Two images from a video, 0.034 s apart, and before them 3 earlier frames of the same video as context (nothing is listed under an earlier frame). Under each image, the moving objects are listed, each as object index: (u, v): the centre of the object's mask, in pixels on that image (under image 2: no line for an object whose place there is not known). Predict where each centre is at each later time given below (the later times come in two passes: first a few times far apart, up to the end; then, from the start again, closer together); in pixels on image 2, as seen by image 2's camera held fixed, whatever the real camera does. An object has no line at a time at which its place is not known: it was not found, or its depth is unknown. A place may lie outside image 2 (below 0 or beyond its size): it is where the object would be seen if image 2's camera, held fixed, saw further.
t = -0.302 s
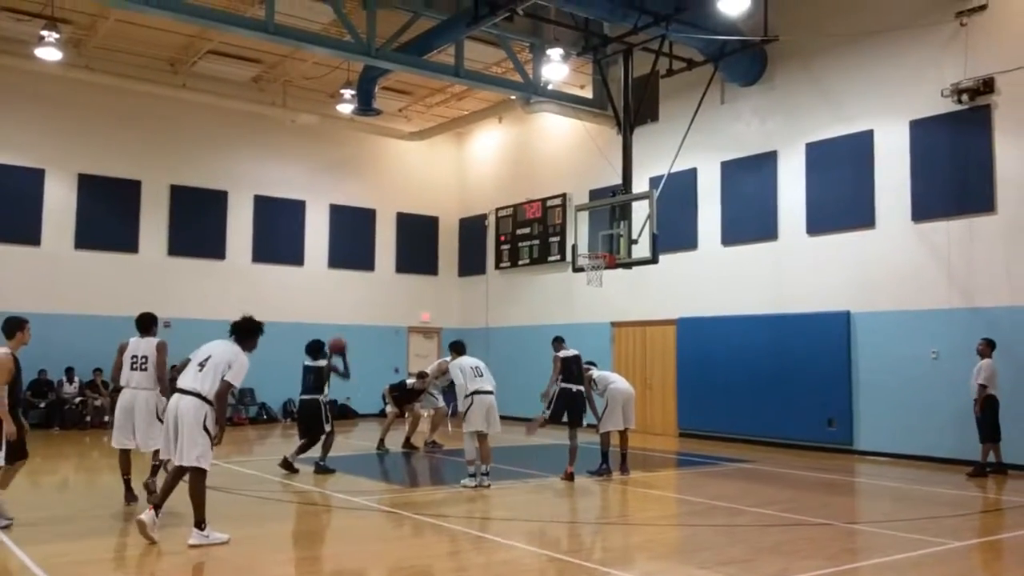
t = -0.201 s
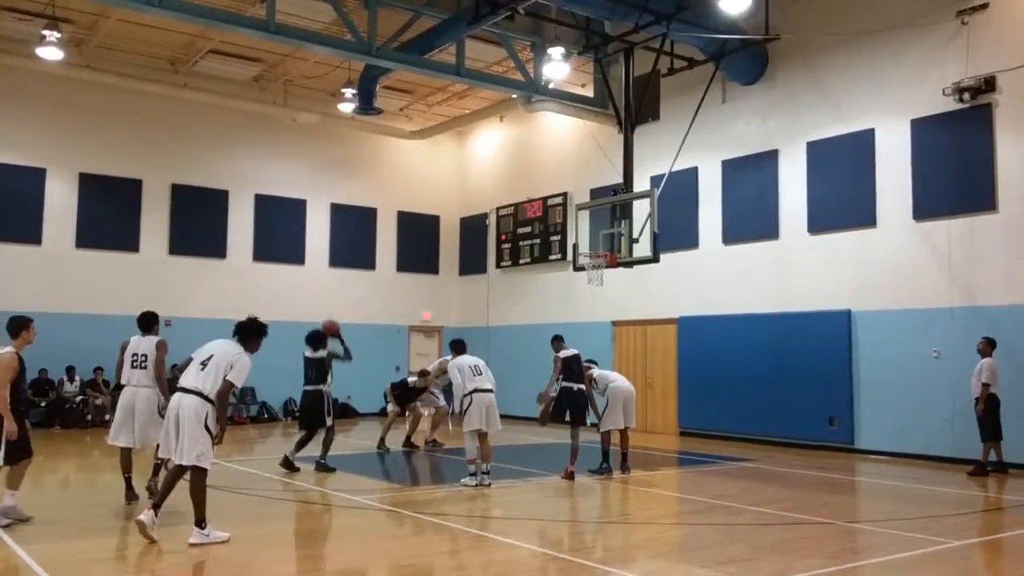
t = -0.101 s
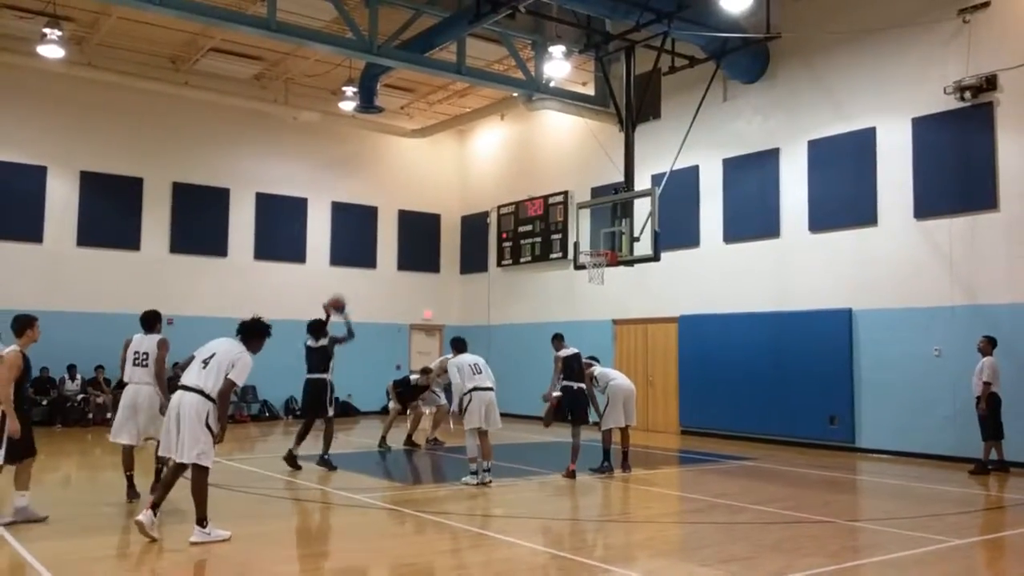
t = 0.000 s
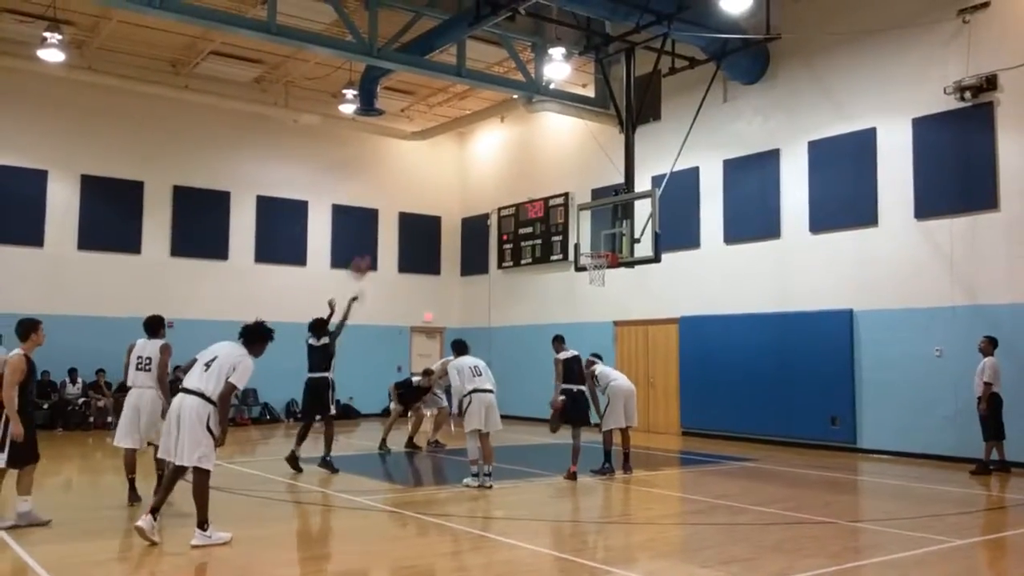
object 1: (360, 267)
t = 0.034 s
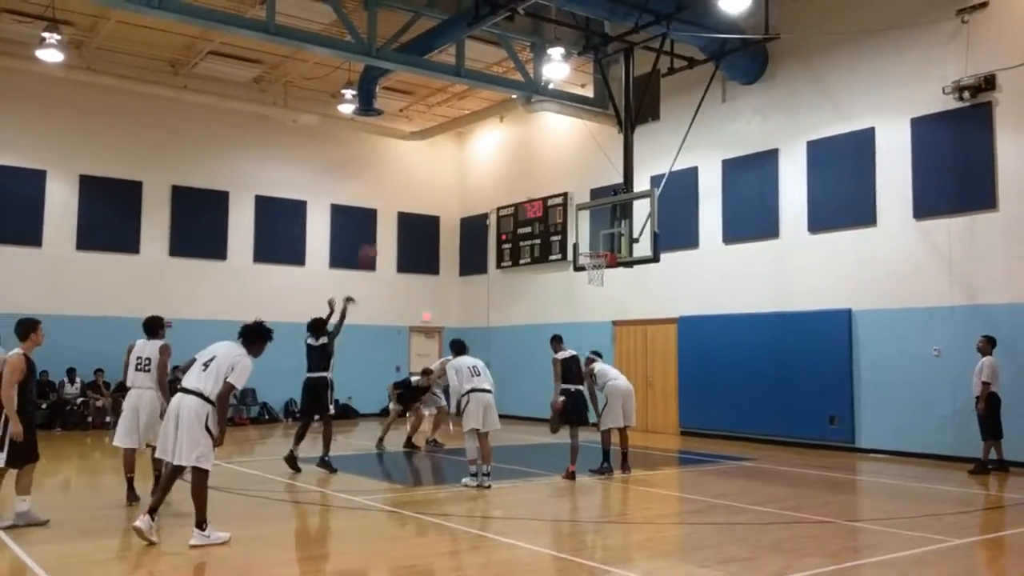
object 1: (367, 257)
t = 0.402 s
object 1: (461, 177)
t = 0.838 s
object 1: (555, 204)
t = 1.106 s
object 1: (603, 263)
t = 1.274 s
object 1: (602, 273)
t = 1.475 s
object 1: (592, 300)
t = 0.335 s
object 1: (446, 183)
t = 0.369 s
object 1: (453, 180)
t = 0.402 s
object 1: (461, 177)
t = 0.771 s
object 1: (540, 192)
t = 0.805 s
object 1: (547, 200)
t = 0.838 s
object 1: (555, 204)
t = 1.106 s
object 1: (603, 263)
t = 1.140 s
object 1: (604, 268)
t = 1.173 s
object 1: (605, 269)
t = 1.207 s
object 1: (604, 272)
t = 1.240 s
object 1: (602, 272)
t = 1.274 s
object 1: (602, 273)
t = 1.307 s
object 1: (600, 277)
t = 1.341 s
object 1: (599, 279)
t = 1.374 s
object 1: (597, 284)
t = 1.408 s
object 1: (595, 288)
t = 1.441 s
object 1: (594, 294)
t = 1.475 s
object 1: (592, 300)
